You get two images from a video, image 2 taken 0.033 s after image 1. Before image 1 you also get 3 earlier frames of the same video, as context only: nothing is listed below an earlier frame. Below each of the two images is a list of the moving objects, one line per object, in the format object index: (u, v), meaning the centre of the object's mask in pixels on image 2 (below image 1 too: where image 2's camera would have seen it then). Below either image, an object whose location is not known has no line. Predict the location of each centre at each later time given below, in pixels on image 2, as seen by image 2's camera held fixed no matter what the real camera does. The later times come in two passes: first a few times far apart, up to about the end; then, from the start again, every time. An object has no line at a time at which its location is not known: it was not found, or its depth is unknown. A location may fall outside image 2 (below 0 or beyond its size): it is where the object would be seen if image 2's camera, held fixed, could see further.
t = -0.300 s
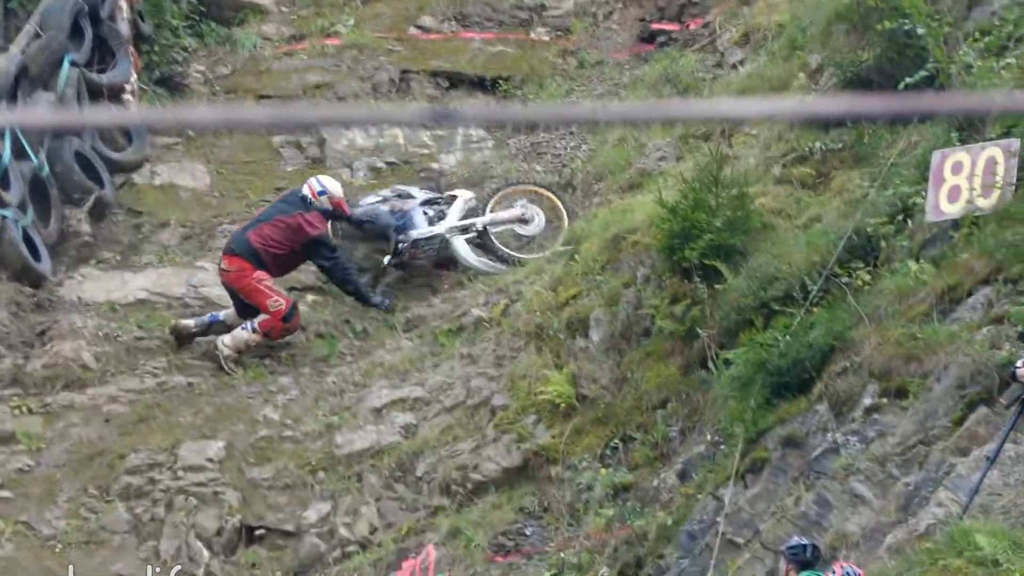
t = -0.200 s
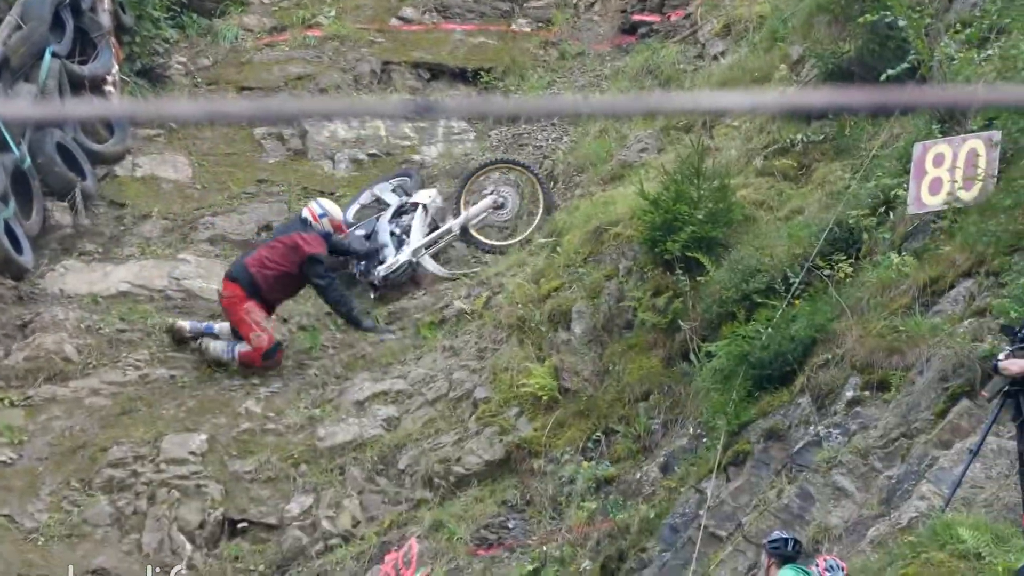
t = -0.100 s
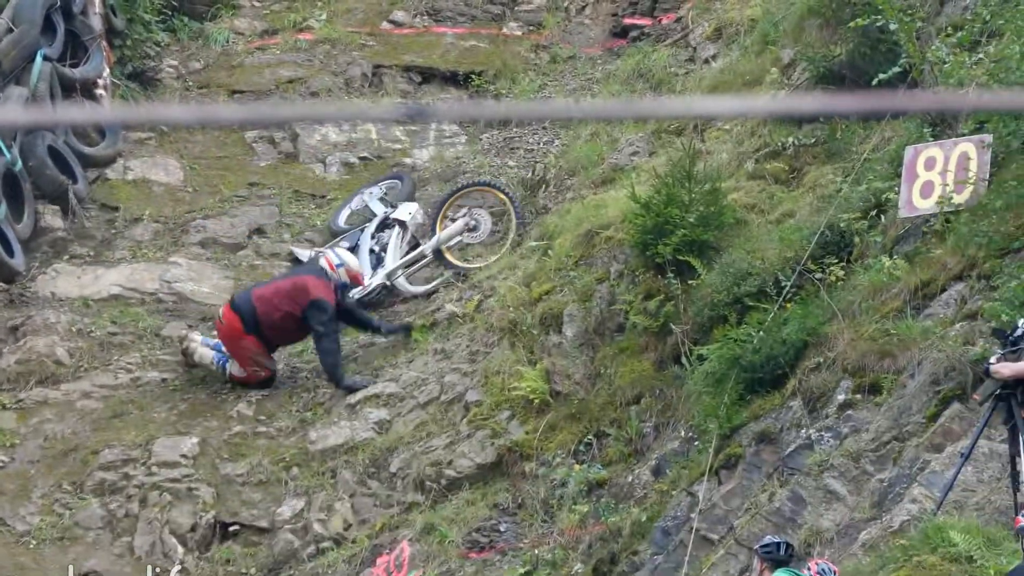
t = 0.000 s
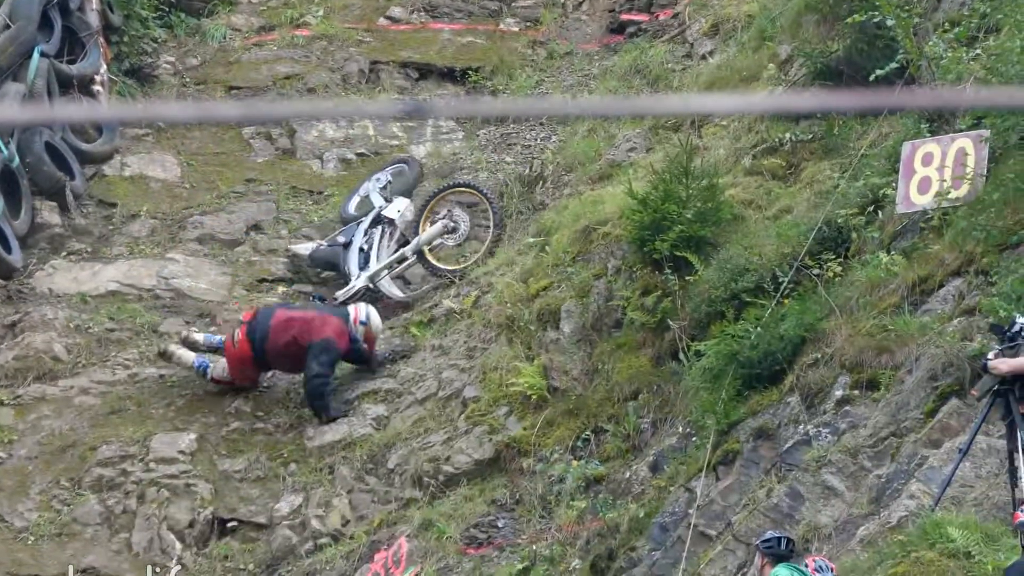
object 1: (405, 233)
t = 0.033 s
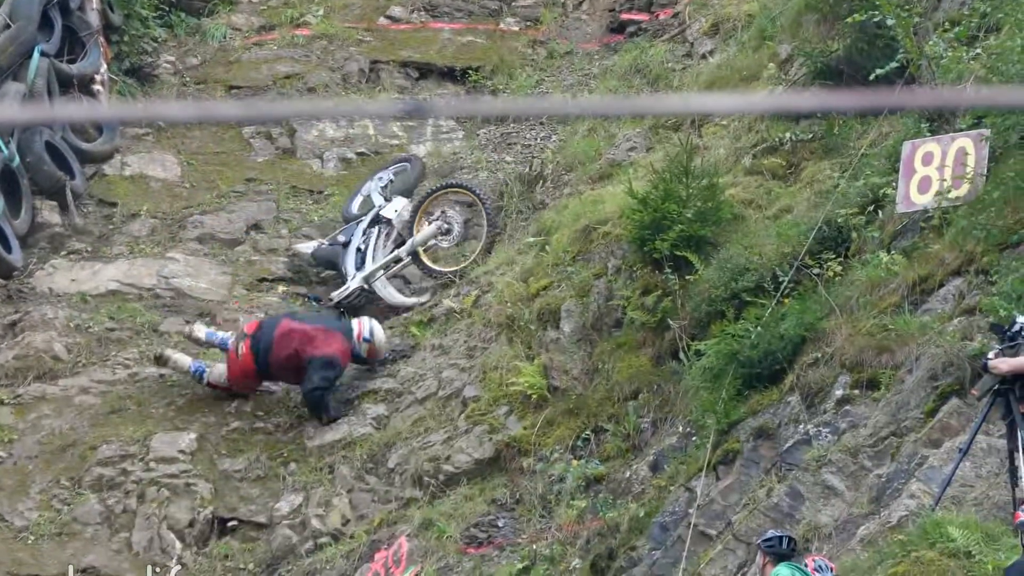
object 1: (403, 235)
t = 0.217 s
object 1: (392, 241)
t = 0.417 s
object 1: (393, 254)
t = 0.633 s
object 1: (383, 300)
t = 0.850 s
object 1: (370, 356)
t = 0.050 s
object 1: (402, 235)
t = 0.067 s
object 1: (401, 236)
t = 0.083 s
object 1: (400, 238)
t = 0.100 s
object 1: (400, 238)
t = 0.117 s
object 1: (399, 238)
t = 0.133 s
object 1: (398, 238)
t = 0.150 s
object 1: (396, 239)
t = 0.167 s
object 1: (393, 242)
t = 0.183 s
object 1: (394, 239)
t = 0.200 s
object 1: (394, 240)
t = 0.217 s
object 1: (392, 241)
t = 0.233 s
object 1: (390, 243)
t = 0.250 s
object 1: (389, 244)
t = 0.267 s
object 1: (389, 245)
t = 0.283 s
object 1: (389, 245)
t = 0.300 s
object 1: (389, 246)
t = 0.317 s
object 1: (390, 249)
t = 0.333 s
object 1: (389, 251)
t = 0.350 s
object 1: (388, 252)
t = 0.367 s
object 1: (388, 251)
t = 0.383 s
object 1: (393, 249)
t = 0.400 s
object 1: (394, 250)
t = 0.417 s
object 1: (393, 254)
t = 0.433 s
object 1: (389, 259)
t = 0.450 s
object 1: (390, 260)
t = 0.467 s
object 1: (390, 262)
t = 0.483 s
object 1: (390, 264)
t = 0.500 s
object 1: (389, 266)
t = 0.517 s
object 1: (387, 270)
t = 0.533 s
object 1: (385, 275)
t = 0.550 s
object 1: (383, 281)
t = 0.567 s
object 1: (385, 283)
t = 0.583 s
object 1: (383, 289)
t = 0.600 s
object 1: (382, 295)
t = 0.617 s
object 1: (383, 299)
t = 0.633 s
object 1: (383, 300)
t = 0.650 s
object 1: (381, 303)
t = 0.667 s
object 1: (379, 304)
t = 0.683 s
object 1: (367, 315)
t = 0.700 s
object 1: (362, 322)
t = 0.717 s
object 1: (359, 327)
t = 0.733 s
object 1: (358, 329)
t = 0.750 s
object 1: (355, 330)
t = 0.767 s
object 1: (361, 332)
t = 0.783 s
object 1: (365, 339)
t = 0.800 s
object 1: (367, 347)
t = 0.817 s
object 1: (367, 350)
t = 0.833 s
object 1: (369, 354)
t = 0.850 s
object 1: (370, 356)
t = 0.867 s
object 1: (373, 359)
